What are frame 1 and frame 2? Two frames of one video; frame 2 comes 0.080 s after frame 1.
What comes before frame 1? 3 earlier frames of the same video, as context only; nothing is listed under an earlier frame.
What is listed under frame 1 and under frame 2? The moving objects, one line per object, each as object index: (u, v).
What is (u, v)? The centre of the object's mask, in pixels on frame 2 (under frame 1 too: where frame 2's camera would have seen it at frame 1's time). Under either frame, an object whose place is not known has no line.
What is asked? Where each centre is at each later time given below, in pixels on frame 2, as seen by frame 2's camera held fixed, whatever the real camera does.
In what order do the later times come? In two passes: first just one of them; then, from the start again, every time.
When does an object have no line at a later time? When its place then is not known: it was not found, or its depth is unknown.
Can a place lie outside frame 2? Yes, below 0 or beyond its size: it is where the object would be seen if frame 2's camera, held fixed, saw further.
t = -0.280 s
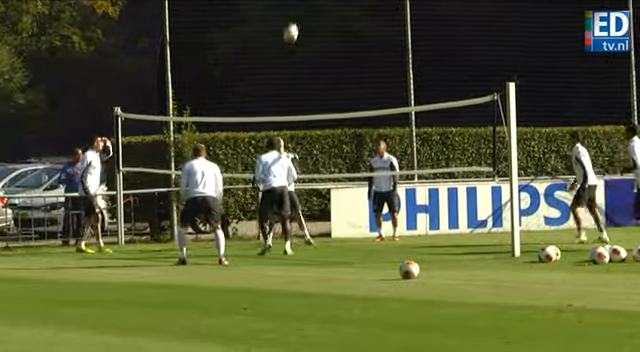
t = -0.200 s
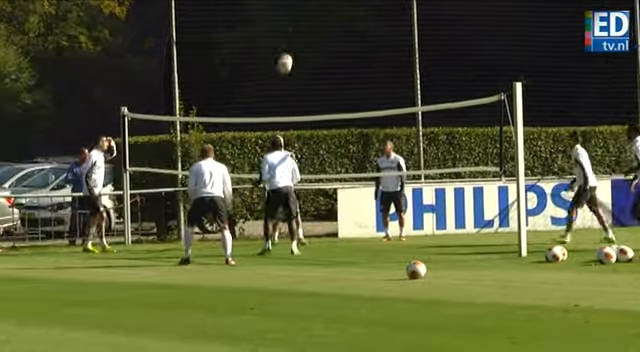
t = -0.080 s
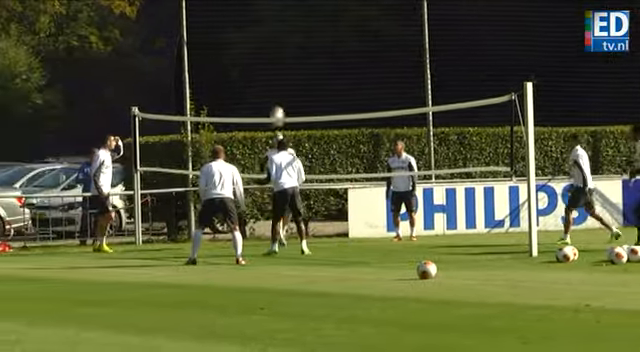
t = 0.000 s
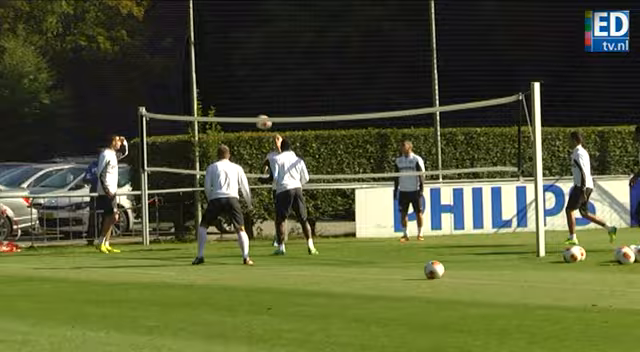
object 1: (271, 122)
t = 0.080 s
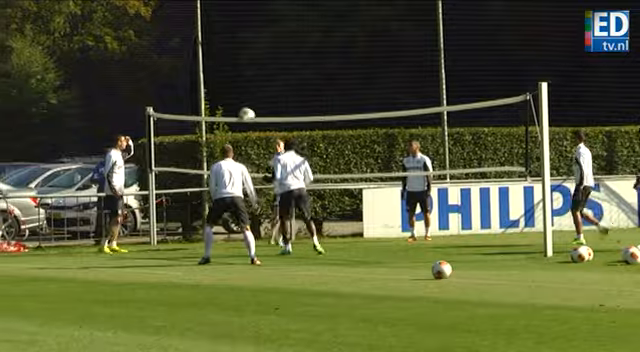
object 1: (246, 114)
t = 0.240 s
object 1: (214, 107)
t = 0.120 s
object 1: (237, 112)
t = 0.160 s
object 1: (230, 110)
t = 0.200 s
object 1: (221, 107)
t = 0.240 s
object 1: (214, 107)
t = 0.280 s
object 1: (208, 107)
